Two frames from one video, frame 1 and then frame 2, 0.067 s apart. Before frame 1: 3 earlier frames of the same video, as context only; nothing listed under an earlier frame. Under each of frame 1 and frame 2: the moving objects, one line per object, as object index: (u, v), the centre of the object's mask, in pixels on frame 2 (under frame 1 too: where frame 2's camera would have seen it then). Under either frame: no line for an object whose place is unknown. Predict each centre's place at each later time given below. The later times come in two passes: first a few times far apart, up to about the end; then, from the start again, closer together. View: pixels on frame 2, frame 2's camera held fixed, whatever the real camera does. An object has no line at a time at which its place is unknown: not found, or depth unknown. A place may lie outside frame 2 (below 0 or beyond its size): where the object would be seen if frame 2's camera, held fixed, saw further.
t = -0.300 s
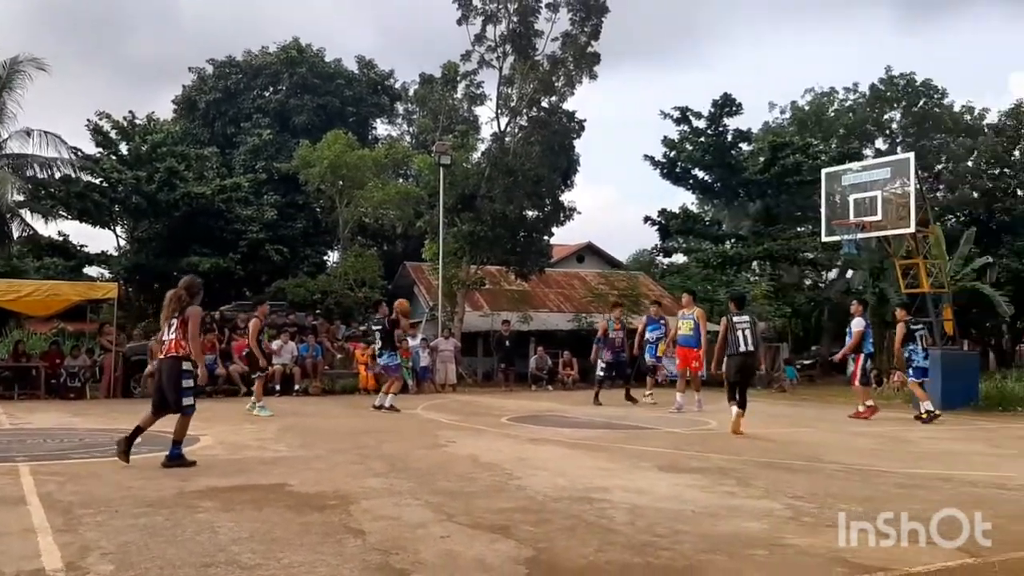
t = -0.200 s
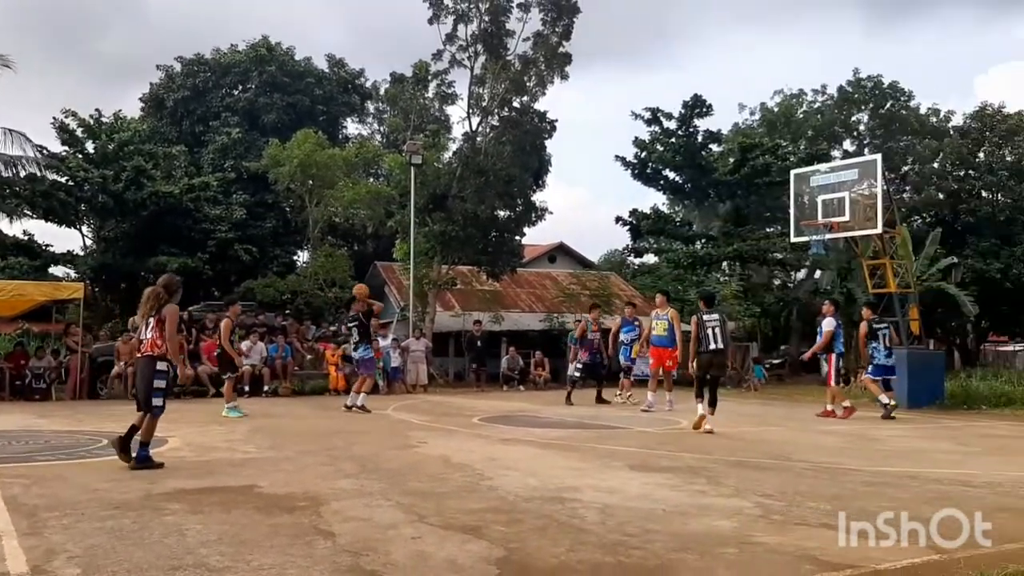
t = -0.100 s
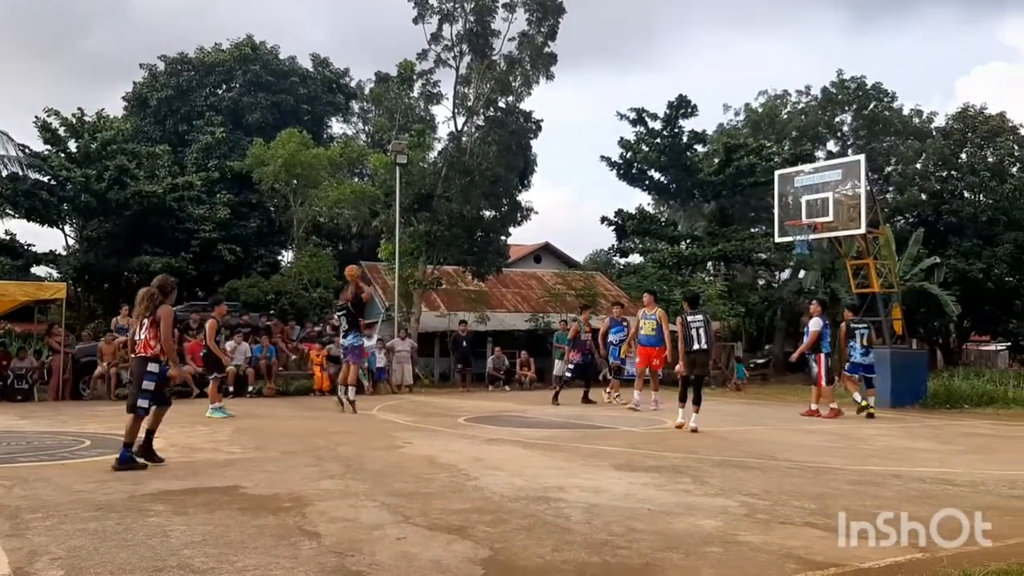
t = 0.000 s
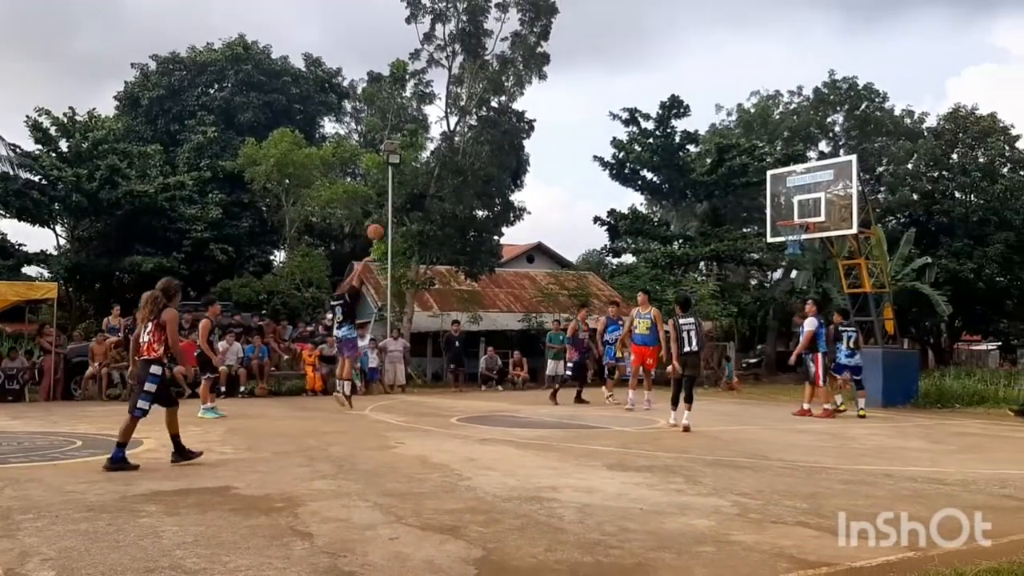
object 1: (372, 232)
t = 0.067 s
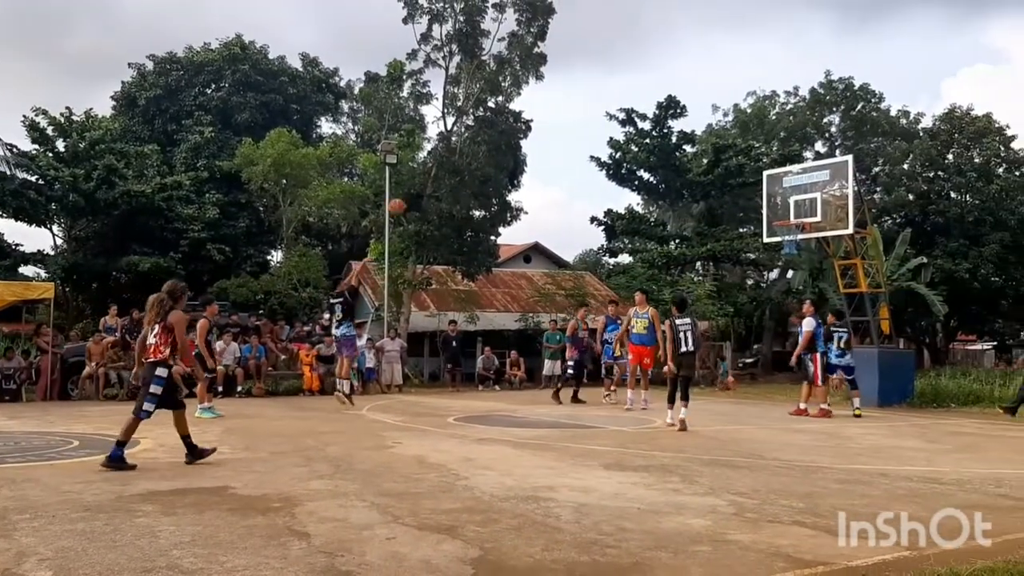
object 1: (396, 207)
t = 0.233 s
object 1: (456, 155)
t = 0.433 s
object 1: (524, 117)
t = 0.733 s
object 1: (620, 107)
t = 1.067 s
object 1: (723, 157)
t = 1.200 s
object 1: (762, 194)
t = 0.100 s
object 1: (409, 195)
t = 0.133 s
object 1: (420, 184)
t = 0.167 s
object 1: (432, 173)
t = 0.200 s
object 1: (444, 164)
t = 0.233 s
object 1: (456, 155)
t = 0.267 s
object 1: (466, 147)
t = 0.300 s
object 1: (479, 140)
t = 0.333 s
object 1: (490, 134)
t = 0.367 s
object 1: (501, 128)
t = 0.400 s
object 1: (512, 122)
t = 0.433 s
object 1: (524, 117)
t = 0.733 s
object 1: (620, 107)
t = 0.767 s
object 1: (631, 109)
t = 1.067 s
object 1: (723, 157)
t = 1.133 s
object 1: (743, 174)
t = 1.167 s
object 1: (753, 184)
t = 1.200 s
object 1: (762, 194)
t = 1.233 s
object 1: (773, 205)
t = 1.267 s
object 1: (782, 215)
